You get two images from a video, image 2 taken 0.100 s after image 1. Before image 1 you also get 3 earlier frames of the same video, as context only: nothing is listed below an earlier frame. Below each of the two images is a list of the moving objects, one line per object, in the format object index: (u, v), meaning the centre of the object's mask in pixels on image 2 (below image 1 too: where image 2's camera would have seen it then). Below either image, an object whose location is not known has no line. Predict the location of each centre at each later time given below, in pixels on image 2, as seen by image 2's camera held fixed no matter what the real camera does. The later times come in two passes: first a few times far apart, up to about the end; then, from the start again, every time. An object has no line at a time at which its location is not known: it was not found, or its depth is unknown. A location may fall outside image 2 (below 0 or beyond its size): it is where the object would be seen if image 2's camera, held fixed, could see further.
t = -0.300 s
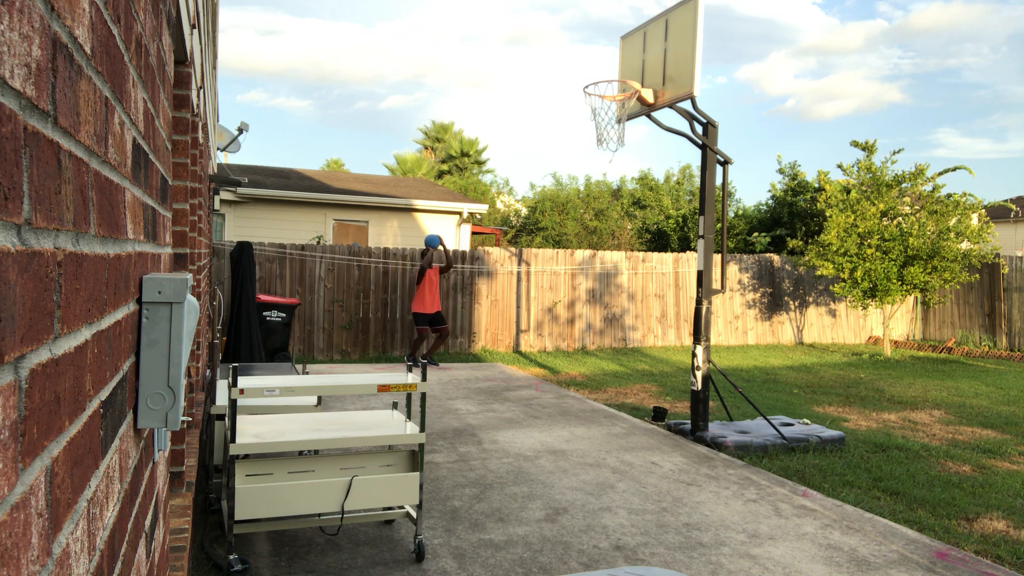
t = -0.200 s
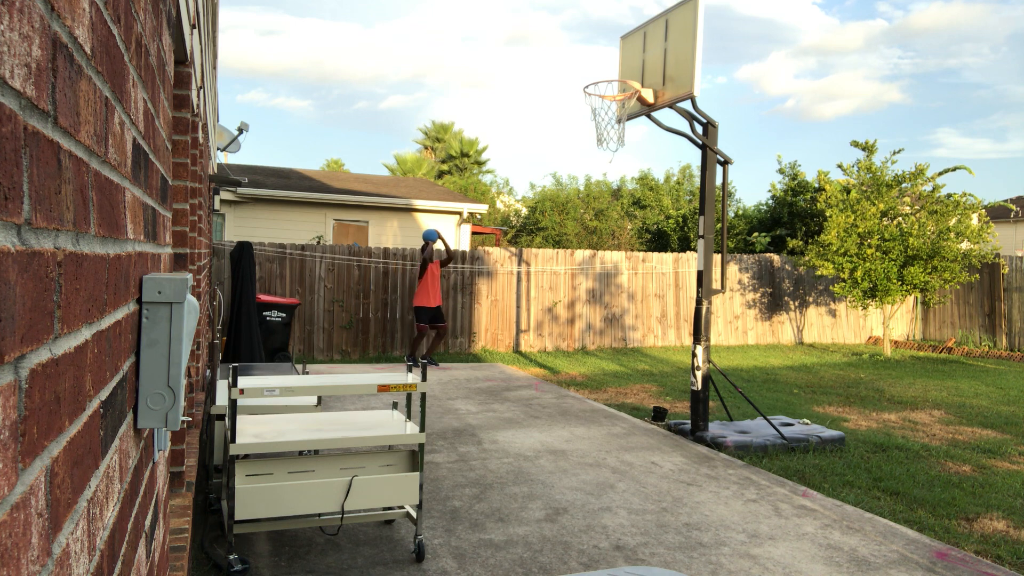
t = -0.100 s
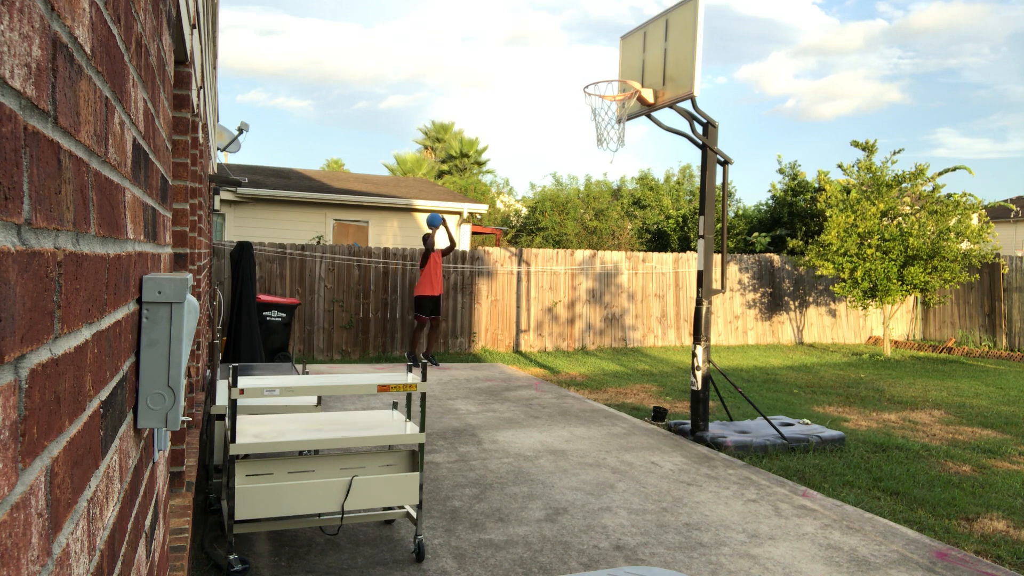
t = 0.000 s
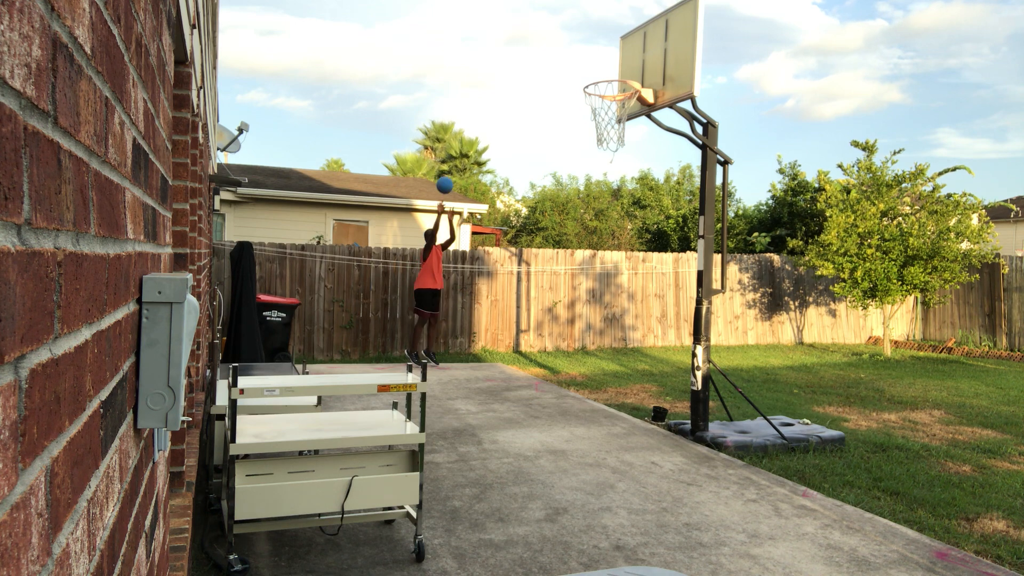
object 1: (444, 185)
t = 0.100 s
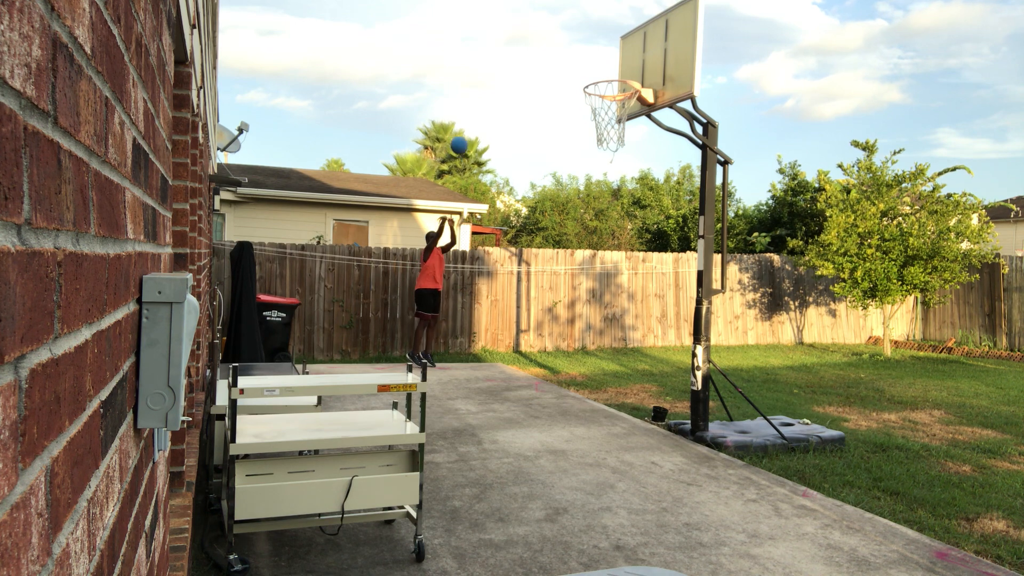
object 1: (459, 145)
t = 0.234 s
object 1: (479, 101)
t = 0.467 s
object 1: (517, 52)
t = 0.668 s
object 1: (553, 47)
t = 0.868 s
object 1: (592, 76)
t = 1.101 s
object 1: (630, 57)
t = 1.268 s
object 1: (655, 69)
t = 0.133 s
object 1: (464, 133)
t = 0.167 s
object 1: (469, 121)
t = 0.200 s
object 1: (474, 111)
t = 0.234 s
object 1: (479, 101)
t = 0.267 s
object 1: (484, 91)
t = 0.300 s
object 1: (490, 83)
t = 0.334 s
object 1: (495, 75)
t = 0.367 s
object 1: (501, 68)
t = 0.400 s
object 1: (506, 62)
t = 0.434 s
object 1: (512, 56)
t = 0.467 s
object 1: (517, 52)
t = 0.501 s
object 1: (523, 48)
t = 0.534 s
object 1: (529, 46)
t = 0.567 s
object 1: (535, 45)
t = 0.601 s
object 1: (541, 44)
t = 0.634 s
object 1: (547, 45)
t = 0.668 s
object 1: (553, 47)
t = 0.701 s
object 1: (560, 51)
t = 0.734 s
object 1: (566, 55)
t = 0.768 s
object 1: (573, 61)
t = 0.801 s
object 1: (580, 69)
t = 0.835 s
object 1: (587, 77)
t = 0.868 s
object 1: (592, 76)
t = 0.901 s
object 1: (598, 71)
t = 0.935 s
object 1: (604, 68)
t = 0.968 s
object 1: (609, 67)
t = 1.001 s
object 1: (615, 66)
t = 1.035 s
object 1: (620, 62)
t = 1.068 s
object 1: (625, 59)
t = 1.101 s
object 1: (630, 57)
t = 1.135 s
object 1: (635, 57)
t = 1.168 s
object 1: (639, 58)
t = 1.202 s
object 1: (644, 60)
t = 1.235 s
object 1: (650, 63)
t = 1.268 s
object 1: (655, 69)
